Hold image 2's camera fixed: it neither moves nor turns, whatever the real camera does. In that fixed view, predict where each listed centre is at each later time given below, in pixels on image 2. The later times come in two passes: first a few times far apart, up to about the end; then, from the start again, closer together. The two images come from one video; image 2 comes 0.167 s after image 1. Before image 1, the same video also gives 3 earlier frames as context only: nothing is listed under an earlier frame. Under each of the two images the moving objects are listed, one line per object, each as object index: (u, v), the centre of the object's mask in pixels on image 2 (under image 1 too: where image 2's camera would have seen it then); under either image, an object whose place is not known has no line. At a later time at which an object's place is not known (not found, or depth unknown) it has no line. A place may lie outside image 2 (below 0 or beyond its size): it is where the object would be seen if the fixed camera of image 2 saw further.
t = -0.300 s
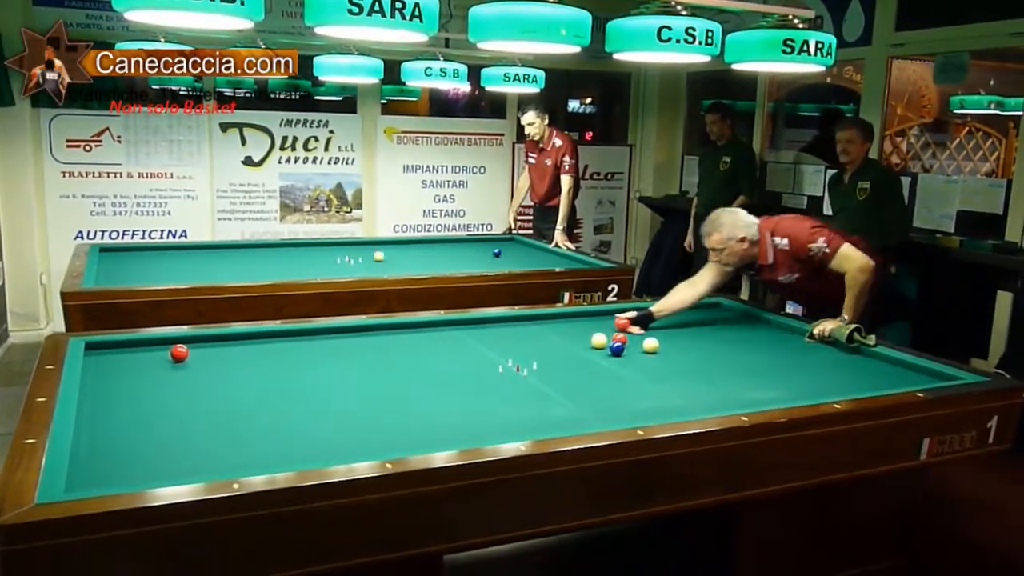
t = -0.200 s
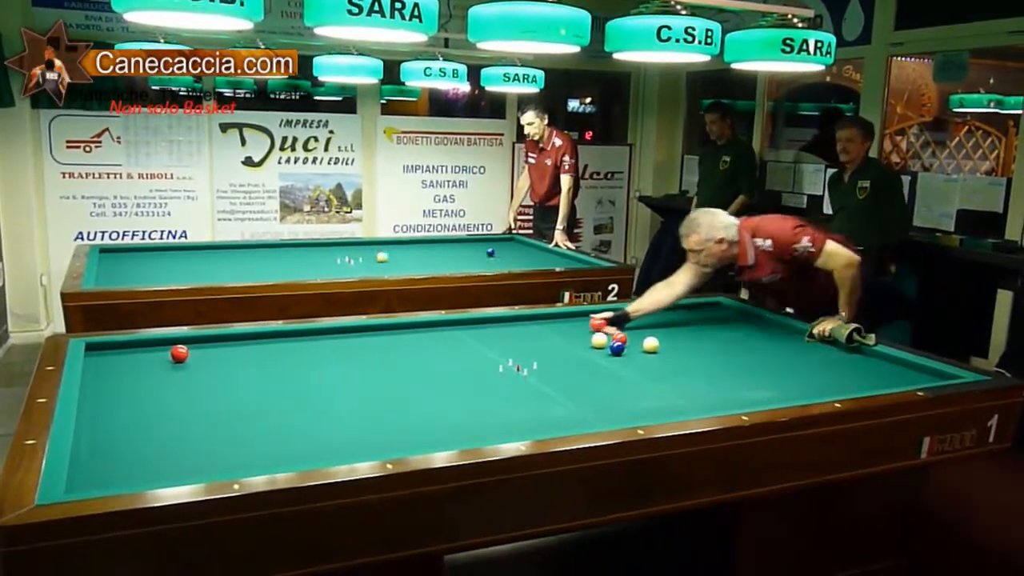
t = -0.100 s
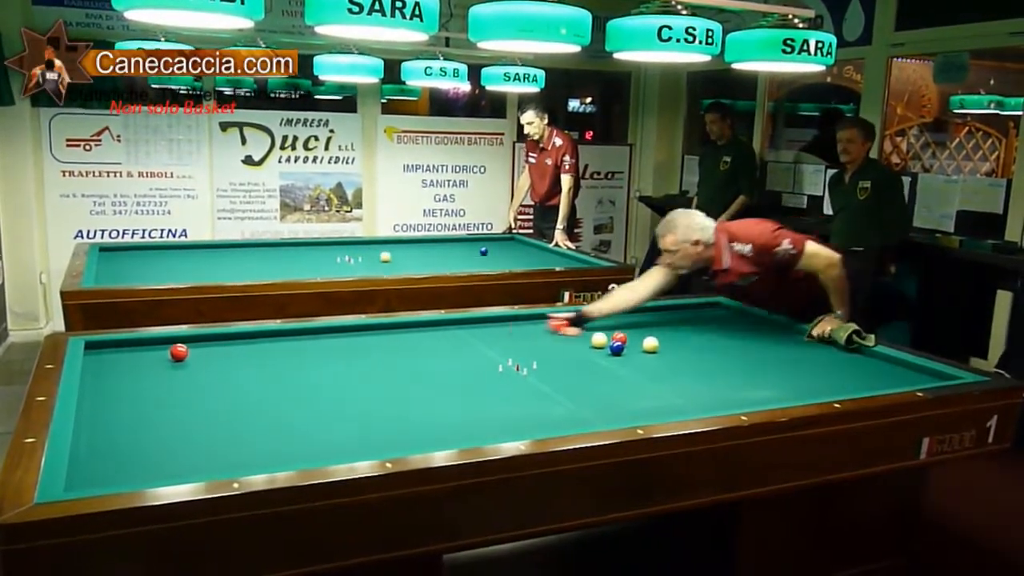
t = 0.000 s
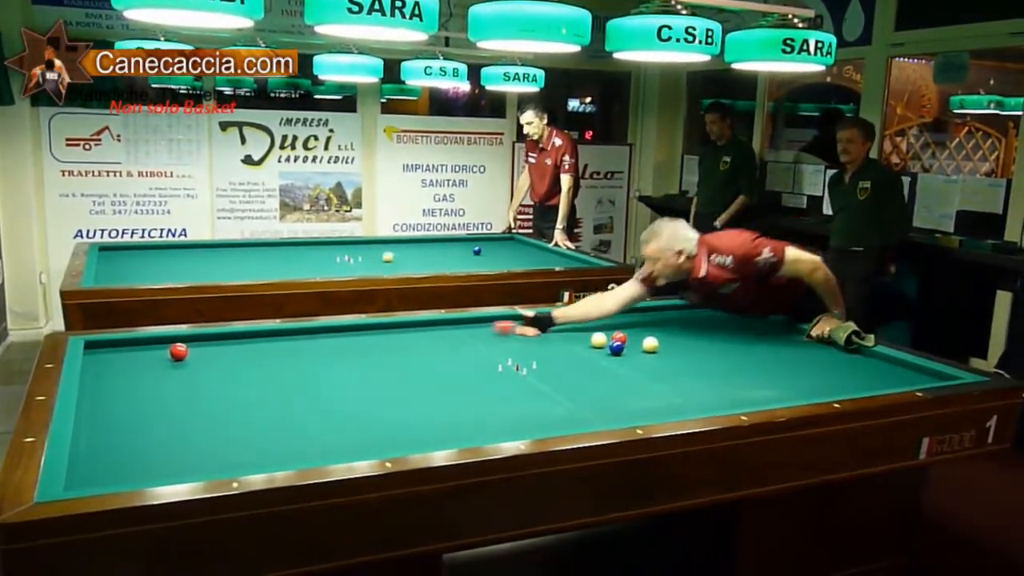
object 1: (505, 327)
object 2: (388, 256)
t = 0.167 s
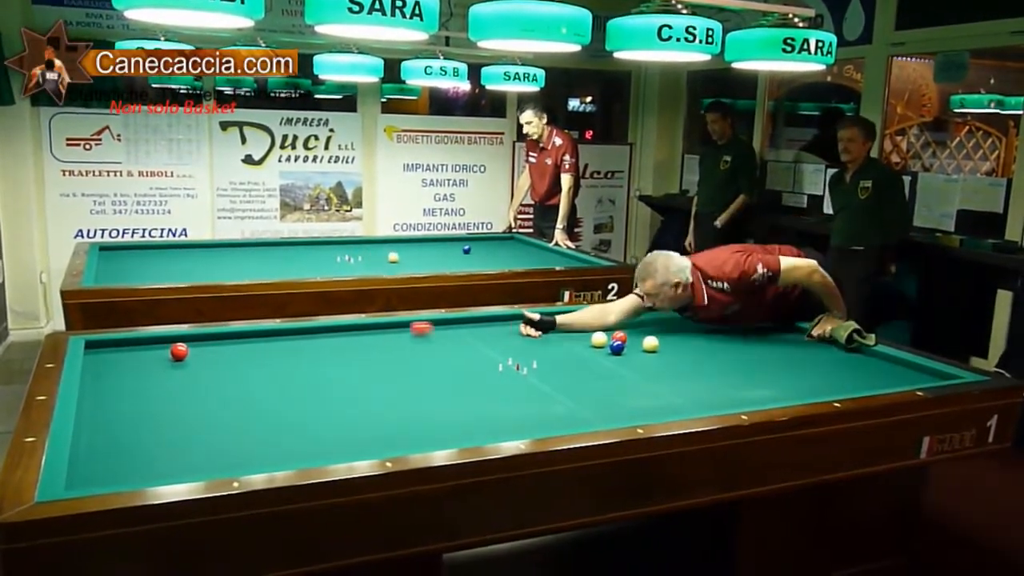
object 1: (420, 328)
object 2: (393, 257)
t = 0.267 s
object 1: (373, 329)
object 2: (396, 257)
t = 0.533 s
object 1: (256, 334)
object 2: (403, 259)
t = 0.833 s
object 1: (124, 345)
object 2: (411, 260)
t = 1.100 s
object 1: (161, 344)
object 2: (419, 261)
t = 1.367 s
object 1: (231, 341)
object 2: (425, 262)
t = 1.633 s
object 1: (293, 339)
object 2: (431, 263)
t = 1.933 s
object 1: (358, 337)
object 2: (438, 264)
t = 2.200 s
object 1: (412, 335)
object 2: (444, 265)
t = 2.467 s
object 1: (464, 334)
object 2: (449, 265)
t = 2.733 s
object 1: (514, 331)
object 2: (453, 266)
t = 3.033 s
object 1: (566, 329)
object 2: (459, 266)
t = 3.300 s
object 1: (611, 327)
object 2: (462, 266)
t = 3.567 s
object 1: (654, 326)
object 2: (467, 267)
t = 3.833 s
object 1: (694, 325)
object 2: (470, 267)
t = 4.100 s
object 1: (734, 323)
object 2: (472, 268)
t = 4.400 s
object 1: (774, 322)
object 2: (475, 268)
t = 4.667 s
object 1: (758, 324)
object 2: (476, 268)
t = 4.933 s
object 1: (743, 326)
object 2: (475, 268)
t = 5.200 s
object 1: (727, 328)
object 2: (475, 268)
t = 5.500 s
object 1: (711, 330)
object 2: (475, 268)
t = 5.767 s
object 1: (696, 332)
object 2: (475, 268)
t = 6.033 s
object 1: (681, 334)
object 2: (475, 268)
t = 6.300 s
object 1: (666, 336)
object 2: (475, 268)
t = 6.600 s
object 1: (649, 334)
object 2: (474, 267)
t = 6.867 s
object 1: (636, 340)
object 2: (474, 268)
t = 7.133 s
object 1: (631, 342)
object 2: (474, 268)
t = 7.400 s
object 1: (627, 345)
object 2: (474, 268)
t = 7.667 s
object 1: (627, 346)
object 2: (475, 268)
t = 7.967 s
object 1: (628, 347)
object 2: (475, 268)
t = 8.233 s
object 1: (630, 348)
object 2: (474, 268)
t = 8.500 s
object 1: (630, 349)
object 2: (475, 267)
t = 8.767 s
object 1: (631, 349)
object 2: (475, 268)
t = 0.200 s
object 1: (405, 328)
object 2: (394, 257)
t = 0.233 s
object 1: (388, 328)
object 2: (395, 257)
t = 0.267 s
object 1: (373, 329)
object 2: (396, 257)
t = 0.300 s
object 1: (357, 330)
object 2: (397, 258)
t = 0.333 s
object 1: (342, 330)
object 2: (398, 257)
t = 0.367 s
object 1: (327, 330)
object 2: (399, 258)
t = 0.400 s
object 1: (312, 331)
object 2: (399, 258)
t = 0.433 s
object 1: (297, 332)
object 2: (400, 258)
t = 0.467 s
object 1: (283, 332)
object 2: (401, 258)
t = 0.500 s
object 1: (269, 332)
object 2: (402, 259)
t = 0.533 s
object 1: (256, 334)
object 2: (403, 259)
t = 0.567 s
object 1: (242, 335)
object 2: (404, 259)
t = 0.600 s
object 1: (228, 336)
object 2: (405, 259)
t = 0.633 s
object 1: (214, 337)
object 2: (406, 259)
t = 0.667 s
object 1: (199, 339)
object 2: (407, 259)
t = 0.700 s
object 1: (185, 338)
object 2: (408, 259)
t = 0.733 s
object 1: (169, 340)
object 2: (409, 260)
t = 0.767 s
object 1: (154, 342)
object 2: (409, 260)
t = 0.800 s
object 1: (140, 344)
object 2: (410, 260)
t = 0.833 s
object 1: (124, 345)
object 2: (411, 260)
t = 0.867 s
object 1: (109, 346)
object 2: (413, 260)
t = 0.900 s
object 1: (95, 347)
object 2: (413, 260)
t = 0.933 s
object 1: (102, 347)
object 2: (414, 260)
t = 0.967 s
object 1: (115, 346)
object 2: (415, 261)
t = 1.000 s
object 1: (128, 346)
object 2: (416, 261)
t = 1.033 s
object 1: (140, 345)
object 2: (417, 261)
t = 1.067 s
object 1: (150, 345)
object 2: (418, 261)
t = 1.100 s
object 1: (161, 344)
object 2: (419, 261)
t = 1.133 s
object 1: (170, 341)
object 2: (419, 261)
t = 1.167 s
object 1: (182, 340)
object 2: (420, 261)
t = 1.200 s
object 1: (192, 342)
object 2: (421, 262)
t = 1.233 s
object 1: (199, 342)
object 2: (422, 262)
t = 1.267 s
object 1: (207, 343)
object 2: (423, 262)
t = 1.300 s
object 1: (216, 342)
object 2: (423, 262)
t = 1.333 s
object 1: (223, 342)
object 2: (424, 262)
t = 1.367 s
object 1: (231, 341)
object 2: (425, 262)
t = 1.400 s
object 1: (239, 341)
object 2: (426, 262)
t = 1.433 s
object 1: (247, 341)
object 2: (427, 262)
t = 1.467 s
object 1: (255, 340)
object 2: (428, 262)
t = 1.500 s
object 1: (262, 340)
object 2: (428, 262)
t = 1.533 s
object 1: (270, 340)
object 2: (429, 262)
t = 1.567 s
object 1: (277, 339)
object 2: (430, 262)
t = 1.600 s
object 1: (285, 339)
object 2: (431, 262)
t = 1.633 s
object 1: (293, 339)
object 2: (431, 263)
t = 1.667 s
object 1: (300, 339)
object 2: (432, 263)
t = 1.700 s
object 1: (307, 338)
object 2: (433, 263)
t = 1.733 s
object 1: (315, 338)
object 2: (434, 263)
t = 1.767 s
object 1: (322, 338)
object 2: (434, 263)
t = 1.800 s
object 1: (329, 338)
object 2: (435, 263)
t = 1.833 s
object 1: (337, 338)
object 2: (436, 263)
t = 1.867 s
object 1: (344, 338)
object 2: (437, 264)
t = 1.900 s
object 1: (351, 337)
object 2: (438, 264)
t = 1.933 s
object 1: (358, 337)
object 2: (438, 264)
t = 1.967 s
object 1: (365, 337)
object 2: (439, 264)
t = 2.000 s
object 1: (372, 336)
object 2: (440, 264)
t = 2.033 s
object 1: (379, 336)
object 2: (441, 264)
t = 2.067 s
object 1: (385, 336)
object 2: (441, 264)
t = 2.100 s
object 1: (392, 335)
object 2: (442, 264)
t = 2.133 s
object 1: (399, 335)
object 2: (442, 264)
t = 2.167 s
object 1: (405, 335)
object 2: (443, 265)
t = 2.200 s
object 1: (412, 335)
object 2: (444, 265)
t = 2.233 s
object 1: (419, 334)
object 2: (445, 265)
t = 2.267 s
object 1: (425, 334)
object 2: (446, 265)
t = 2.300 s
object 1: (432, 334)
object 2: (446, 265)
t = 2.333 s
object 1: (439, 334)
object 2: (446, 265)
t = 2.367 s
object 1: (445, 334)
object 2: (446, 265)
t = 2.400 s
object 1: (451, 334)
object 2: (448, 265)
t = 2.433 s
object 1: (458, 334)
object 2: (448, 265)
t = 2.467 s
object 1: (464, 334)
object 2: (449, 265)
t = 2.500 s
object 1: (471, 333)
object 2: (450, 265)
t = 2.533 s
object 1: (477, 333)
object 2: (451, 265)
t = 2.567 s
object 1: (484, 333)
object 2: (452, 265)
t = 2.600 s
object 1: (490, 332)
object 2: (452, 265)
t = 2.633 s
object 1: (496, 332)
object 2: (452, 266)
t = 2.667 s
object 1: (502, 332)
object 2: (453, 266)
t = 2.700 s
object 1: (508, 332)
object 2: (454, 266)
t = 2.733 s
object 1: (514, 331)
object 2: (453, 266)
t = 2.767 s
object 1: (520, 331)
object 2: (454, 266)
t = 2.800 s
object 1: (526, 331)
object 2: (455, 266)
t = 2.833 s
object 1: (532, 330)
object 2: (456, 266)
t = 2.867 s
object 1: (538, 330)
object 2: (456, 266)
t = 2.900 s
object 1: (544, 330)
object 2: (457, 266)
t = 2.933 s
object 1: (550, 330)
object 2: (457, 266)
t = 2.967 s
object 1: (555, 329)
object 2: (458, 266)
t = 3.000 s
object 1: (561, 329)
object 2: (458, 266)
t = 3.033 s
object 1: (566, 329)
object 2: (459, 266)
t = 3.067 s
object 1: (573, 329)
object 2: (459, 266)
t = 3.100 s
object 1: (578, 329)
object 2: (460, 266)
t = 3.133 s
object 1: (584, 328)
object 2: (461, 266)
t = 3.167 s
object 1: (589, 328)
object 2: (461, 266)
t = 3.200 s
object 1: (595, 327)
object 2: (462, 266)
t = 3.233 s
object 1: (601, 326)
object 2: (462, 266)
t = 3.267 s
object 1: (607, 327)
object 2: (462, 266)
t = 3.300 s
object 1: (611, 327)
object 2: (462, 266)
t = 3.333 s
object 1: (617, 326)
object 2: (462, 266)
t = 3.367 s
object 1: (623, 326)
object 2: (463, 266)
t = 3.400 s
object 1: (628, 327)
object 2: (463, 266)
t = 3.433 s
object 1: (633, 327)
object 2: (465, 266)
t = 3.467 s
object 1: (638, 326)
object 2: (466, 266)
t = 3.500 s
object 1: (643, 326)
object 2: (466, 266)
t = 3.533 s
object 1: (649, 326)
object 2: (467, 267)
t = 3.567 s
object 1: (654, 326)
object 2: (467, 267)
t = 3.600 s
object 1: (659, 326)
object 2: (467, 267)
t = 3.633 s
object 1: (665, 325)
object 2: (467, 267)
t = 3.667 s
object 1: (669, 326)
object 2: (467, 267)
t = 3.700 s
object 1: (675, 325)
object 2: (468, 267)
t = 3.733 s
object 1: (679, 325)
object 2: (469, 267)
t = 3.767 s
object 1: (684, 325)
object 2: (469, 267)
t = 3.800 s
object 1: (689, 325)
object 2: (470, 267)
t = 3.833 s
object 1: (694, 325)
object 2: (470, 267)
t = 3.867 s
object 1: (699, 324)
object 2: (470, 267)
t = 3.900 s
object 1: (705, 324)
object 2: (470, 267)
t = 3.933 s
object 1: (709, 324)
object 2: (471, 267)
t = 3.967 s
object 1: (714, 324)
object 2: (471, 267)
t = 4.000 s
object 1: (719, 324)
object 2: (472, 267)
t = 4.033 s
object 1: (724, 324)
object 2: (472, 267)
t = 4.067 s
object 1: (728, 324)
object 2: (472, 267)
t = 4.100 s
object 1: (734, 323)
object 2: (472, 268)
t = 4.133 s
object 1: (738, 323)
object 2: (473, 268)
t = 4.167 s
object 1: (743, 323)
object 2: (473, 268)
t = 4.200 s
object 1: (747, 323)
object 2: (474, 268)
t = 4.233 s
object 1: (751, 323)
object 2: (474, 268)
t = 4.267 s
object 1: (757, 322)
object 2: (474, 268)
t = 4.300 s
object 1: (761, 322)
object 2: (474, 268)
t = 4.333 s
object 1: (766, 322)
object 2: (475, 268)
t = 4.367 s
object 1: (771, 322)
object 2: (475, 268)
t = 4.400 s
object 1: (774, 322)
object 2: (475, 268)
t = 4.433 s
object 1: (774, 322)
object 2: (475, 268)
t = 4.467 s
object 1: (771, 323)
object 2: (476, 268)
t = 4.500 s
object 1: (768, 323)
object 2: (475, 268)
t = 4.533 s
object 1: (765, 323)
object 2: (475, 268)
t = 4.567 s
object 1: (763, 323)
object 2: (475, 268)
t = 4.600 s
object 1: (761, 323)
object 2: (475, 268)
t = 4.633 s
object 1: (760, 323)
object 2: (475, 268)
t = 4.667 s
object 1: (758, 324)
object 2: (476, 268)
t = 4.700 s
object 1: (756, 324)
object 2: (475, 268)
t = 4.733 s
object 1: (754, 324)
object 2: (475, 268)
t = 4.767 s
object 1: (752, 325)
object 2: (475, 268)
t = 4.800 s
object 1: (751, 325)
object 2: (475, 268)
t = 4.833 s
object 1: (749, 325)
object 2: (475, 268)
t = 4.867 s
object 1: (747, 325)
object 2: (475, 268)
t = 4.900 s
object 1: (745, 326)
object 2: (475, 268)
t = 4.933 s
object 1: (743, 326)
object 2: (475, 268)
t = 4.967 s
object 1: (741, 326)
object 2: (475, 268)
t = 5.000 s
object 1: (739, 326)
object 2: (475, 268)
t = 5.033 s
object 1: (738, 326)
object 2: (475, 268)
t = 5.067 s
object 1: (735, 326)
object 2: (475, 268)
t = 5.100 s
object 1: (734, 327)
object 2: (475, 268)
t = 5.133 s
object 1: (731, 327)
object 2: (475, 268)
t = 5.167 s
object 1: (730, 327)
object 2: (476, 268)
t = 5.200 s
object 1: (727, 328)
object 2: (475, 268)
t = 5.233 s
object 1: (726, 328)
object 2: (475, 268)
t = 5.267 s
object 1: (724, 328)
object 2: (475, 268)
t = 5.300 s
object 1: (722, 328)
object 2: (475, 268)
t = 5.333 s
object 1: (721, 329)
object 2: (475, 268)
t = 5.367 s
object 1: (718, 329)
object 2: (476, 268)
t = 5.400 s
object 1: (716, 329)
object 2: (476, 268)
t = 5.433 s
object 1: (715, 329)
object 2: (476, 268)
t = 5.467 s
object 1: (713, 330)
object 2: (476, 268)
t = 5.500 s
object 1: (711, 330)
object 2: (475, 268)
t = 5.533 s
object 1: (709, 330)
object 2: (476, 268)
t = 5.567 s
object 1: (707, 331)
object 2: (476, 268)
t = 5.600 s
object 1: (705, 331)
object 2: (476, 268)
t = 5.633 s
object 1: (703, 331)
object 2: (476, 268)
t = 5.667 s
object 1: (701, 332)
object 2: (476, 268)
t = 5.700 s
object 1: (699, 332)
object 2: (475, 268)
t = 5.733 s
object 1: (698, 332)
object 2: (475, 268)
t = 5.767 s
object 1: (696, 332)
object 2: (475, 268)
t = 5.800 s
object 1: (694, 333)
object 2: (475, 268)
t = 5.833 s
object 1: (692, 333)
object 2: (475, 268)
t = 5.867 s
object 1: (690, 333)
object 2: (475, 268)
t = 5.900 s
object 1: (688, 333)
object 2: (475, 268)
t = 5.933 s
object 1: (686, 333)
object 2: (475, 268)
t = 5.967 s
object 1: (684, 334)
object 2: (475, 268)
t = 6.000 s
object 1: (683, 334)
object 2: (475, 268)
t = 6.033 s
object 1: (681, 334)
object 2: (475, 268)
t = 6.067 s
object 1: (679, 335)
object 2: (475, 268)
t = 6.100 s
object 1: (677, 335)
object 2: (475, 268)
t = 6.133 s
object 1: (675, 335)
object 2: (475, 268)
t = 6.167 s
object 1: (673, 336)
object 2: (475, 268)
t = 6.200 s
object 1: (672, 336)
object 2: (475, 268)
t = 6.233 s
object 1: (670, 336)
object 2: (475, 268)
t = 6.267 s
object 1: (667, 336)
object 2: (475, 268)
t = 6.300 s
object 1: (666, 336)
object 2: (475, 268)
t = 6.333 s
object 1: (664, 337)
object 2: (475, 268)
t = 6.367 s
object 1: (664, 337)
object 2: (475, 268)
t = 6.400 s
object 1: (661, 337)
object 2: (475, 268)
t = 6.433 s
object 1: (660, 337)
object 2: (474, 268)
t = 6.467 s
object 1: (659, 337)
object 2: (475, 268)
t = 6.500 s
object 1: (658, 336)
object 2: (475, 268)
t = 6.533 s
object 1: (656, 335)
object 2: (475, 267)
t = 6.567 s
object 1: (653, 335)
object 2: (474, 267)
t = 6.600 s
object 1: (649, 334)
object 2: (474, 267)
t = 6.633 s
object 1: (647, 335)
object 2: (474, 267)
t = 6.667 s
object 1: (644, 336)
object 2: (474, 267)
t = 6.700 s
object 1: (642, 336)
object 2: (474, 267)
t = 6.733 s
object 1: (641, 338)
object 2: (474, 267)
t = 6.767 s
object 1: (639, 338)
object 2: (474, 267)
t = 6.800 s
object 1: (638, 339)
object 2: (474, 267)
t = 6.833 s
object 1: (637, 339)
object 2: (474, 268)
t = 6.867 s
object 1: (636, 340)
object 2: (474, 268)
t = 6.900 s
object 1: (634, 340)
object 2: (474, 268)
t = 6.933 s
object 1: (634, 340)
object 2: (474, 267)
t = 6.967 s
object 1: (634, 341)
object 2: (474, 267)
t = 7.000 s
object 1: (633, 341)
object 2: (474, 267)
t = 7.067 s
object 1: (632, 342)
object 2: (474, 267)
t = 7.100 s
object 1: (631, 342)
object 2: (474, 267)
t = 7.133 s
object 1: (631, 342)
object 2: (474, 268)
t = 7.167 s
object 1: (631, 343)
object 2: (474, 268)
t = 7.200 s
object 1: (630, 343)
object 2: (474, 267)
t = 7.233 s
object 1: (629, 343)
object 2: (474, 267)
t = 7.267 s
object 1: (629, 344)
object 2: (474, 268)
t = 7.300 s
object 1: (629, 344)
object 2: (474, 268)
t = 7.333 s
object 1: (628, 344)
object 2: (474, 268)
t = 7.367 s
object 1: (627, 345)
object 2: (475, 268)
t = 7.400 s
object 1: (627, 345)
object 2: (474, 268)
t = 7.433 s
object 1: (627, 345)
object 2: (475, 268)
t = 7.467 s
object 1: (627, 345)
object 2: (474, 268)
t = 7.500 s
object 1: (627, 345)
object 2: (474, 268)
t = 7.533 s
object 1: (627, 345)
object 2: (475, 268)
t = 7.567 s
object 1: (627, 346)
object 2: (474, 268)
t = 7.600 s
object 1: (627, 346)
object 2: (474, 268)
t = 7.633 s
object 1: (627, 346)
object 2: (475, 268)
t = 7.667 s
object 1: (627, 346)
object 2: (475, 268)
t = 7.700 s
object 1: (627, 346)
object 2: (475, 267)
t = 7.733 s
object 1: (627, 346)
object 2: (475, 268)
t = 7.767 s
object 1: (628, 347)
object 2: (475, 268)
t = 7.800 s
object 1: (628, 347)
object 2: (475, 267)
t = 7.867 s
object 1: (628, 347)
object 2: (475, 267)
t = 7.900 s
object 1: (628, 347)
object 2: (475, 268)
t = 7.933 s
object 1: (628, 347)
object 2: (475, 268)
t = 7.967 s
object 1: (628, 347)
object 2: (475, 268)
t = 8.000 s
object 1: (629, 347)
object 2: (475, 267)
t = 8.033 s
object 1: (629, 348)
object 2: (475, 268)
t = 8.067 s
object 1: (629, 348)
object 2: (475, 267)
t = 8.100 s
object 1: (629, 348)
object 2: (475, 267)
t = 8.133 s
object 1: (629, 348)
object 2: (475, 268)
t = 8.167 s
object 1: (629, 348)
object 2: (475, 268)
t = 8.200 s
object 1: (629, 348)
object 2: (475, 268)
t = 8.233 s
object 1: (630, 348)
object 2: (474, 268)
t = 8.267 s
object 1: (630, 348)
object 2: (474, 268)
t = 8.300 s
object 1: (630, 348)
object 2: (474, 267)
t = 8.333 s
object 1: (630, 348)
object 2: (474, 267)
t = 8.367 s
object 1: (630, 348)
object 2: (475, 268)
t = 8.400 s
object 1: (630, 348)
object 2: (475, 268)
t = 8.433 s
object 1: (630, 349)
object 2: (475, 267)
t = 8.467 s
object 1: (630, 349)
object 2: (475, 268)
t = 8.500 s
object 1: (630, 349)
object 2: (475, 267)
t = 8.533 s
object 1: (631, 349)
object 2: (475, 268)
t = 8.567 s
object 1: (631, 349)
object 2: (475, 267)
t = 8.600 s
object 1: (631, 349)
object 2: (475, 268)
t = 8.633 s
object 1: (631, 349)
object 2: (475, 268)
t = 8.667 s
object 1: (631, 349)
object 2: (475, 267)
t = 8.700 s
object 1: (631, 349)
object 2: (475, 268)
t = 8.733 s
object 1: (631, 349)
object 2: (475, 268)
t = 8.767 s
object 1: (631, 349)
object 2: (475, 268)
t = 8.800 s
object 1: (631, 349)
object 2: (475, 267)
